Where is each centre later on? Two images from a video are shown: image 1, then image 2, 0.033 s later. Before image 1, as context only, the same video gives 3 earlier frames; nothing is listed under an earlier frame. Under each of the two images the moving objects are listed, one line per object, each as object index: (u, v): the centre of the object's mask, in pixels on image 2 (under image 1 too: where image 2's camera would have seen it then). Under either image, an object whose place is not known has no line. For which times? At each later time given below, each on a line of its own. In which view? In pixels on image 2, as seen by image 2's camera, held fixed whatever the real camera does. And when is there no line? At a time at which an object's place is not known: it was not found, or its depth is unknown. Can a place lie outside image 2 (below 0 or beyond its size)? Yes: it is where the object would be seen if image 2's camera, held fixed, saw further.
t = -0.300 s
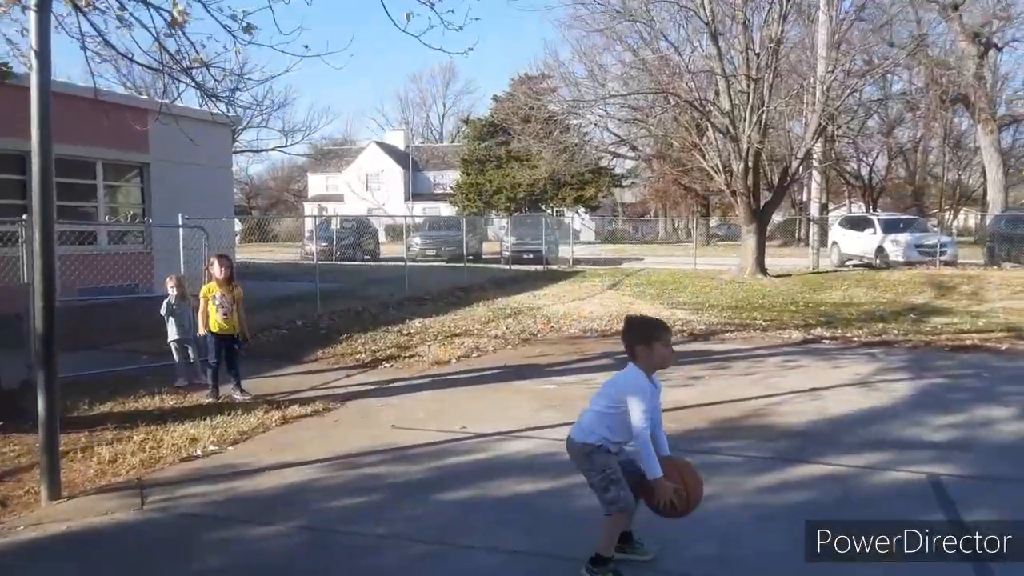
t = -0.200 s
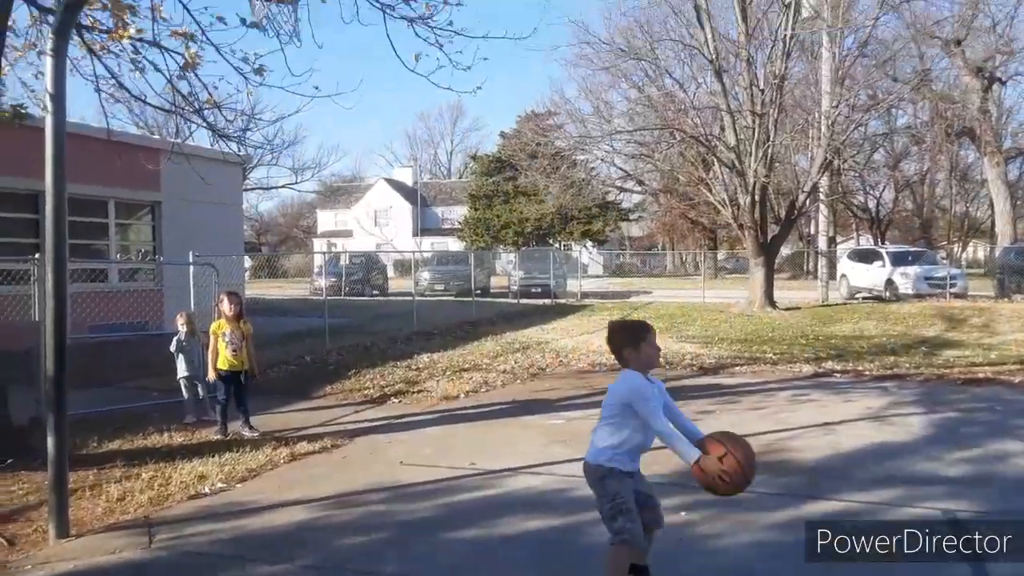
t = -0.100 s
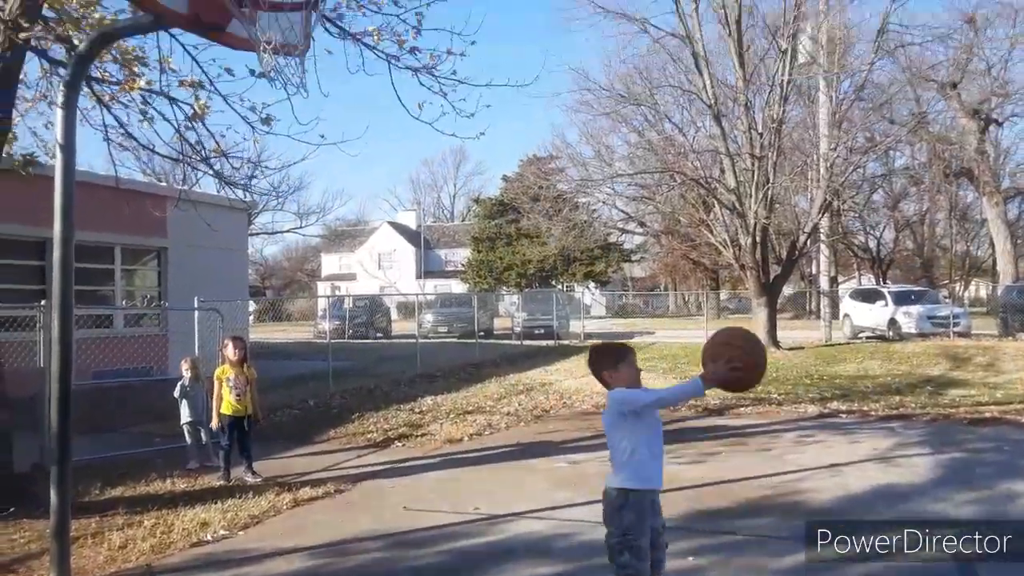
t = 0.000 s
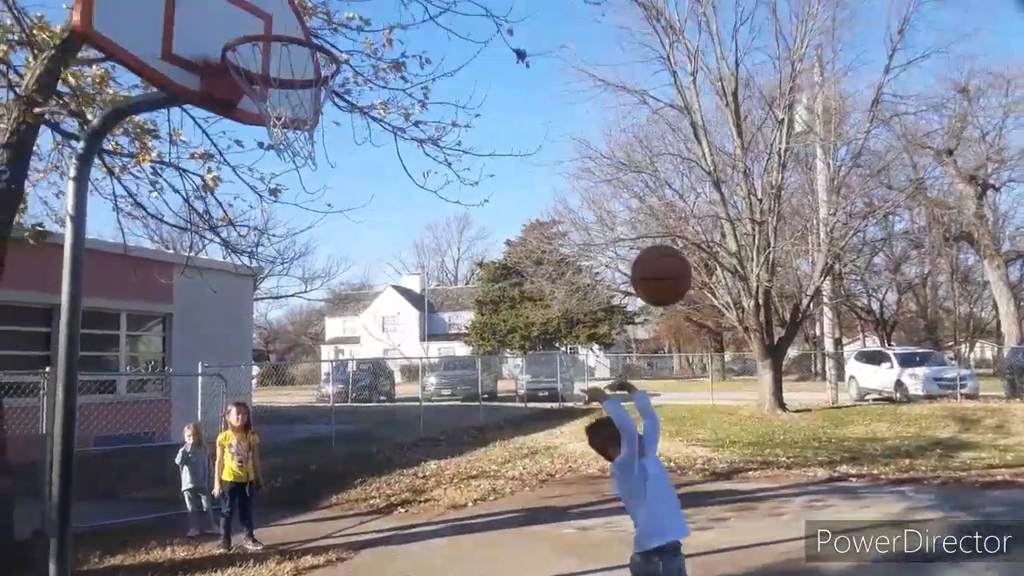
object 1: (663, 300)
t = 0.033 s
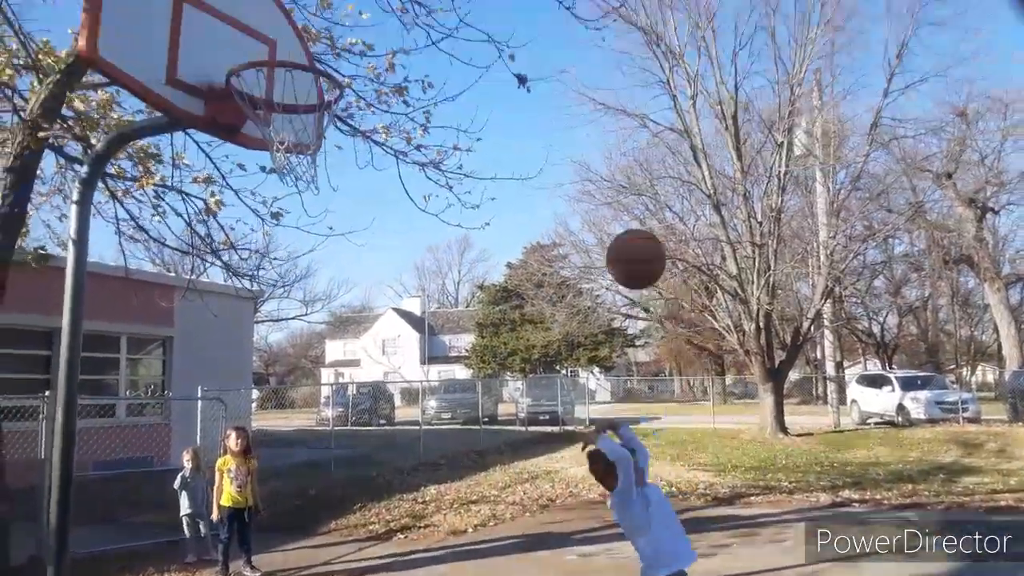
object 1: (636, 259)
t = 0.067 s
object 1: (612, 223)
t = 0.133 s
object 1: (560, 165)
